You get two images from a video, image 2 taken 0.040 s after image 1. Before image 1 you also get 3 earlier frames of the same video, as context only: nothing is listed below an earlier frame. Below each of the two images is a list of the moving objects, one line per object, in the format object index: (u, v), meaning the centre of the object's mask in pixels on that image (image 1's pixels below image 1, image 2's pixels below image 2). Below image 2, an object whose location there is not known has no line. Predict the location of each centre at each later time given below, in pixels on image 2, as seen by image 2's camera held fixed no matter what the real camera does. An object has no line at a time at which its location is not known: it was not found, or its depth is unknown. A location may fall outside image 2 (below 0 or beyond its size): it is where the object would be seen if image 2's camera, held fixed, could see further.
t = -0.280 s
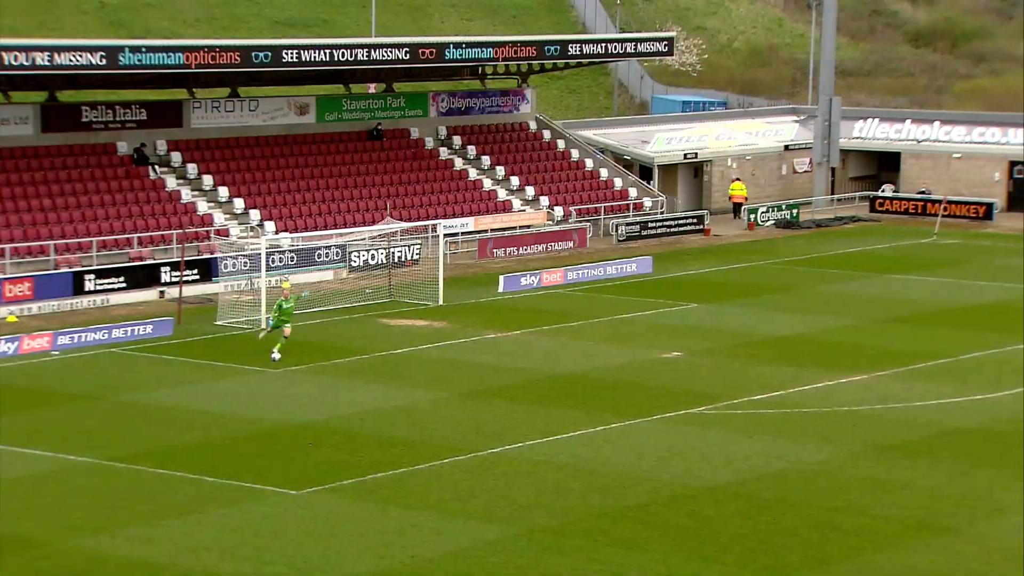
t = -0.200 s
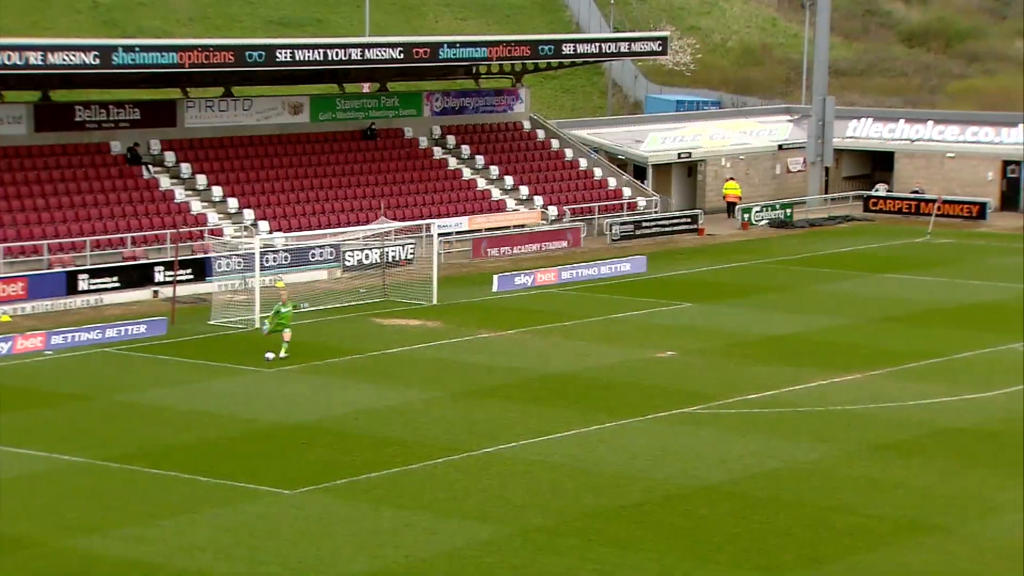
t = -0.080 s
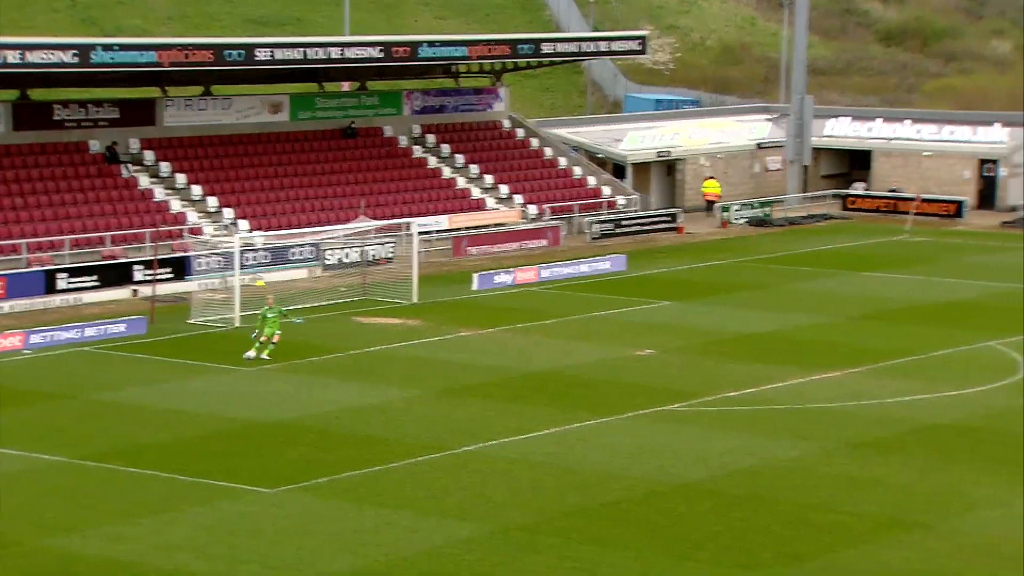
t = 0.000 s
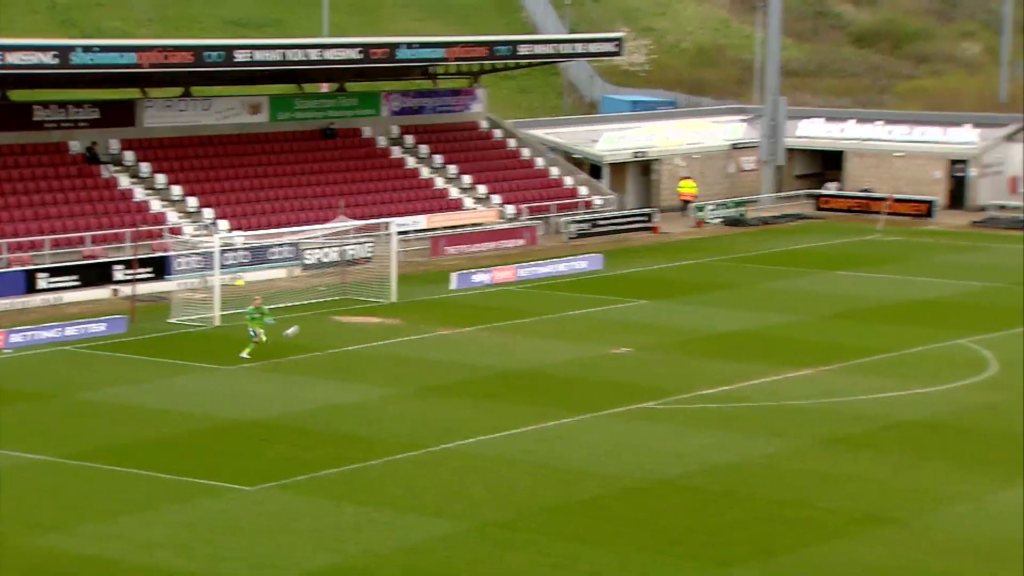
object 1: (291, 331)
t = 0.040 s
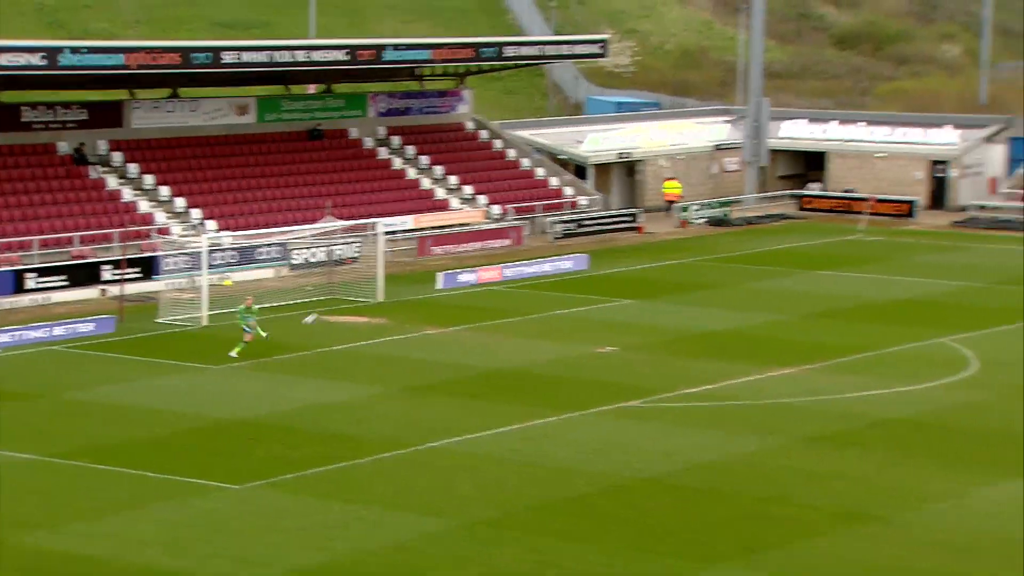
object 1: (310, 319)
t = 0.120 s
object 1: (370, 295)
